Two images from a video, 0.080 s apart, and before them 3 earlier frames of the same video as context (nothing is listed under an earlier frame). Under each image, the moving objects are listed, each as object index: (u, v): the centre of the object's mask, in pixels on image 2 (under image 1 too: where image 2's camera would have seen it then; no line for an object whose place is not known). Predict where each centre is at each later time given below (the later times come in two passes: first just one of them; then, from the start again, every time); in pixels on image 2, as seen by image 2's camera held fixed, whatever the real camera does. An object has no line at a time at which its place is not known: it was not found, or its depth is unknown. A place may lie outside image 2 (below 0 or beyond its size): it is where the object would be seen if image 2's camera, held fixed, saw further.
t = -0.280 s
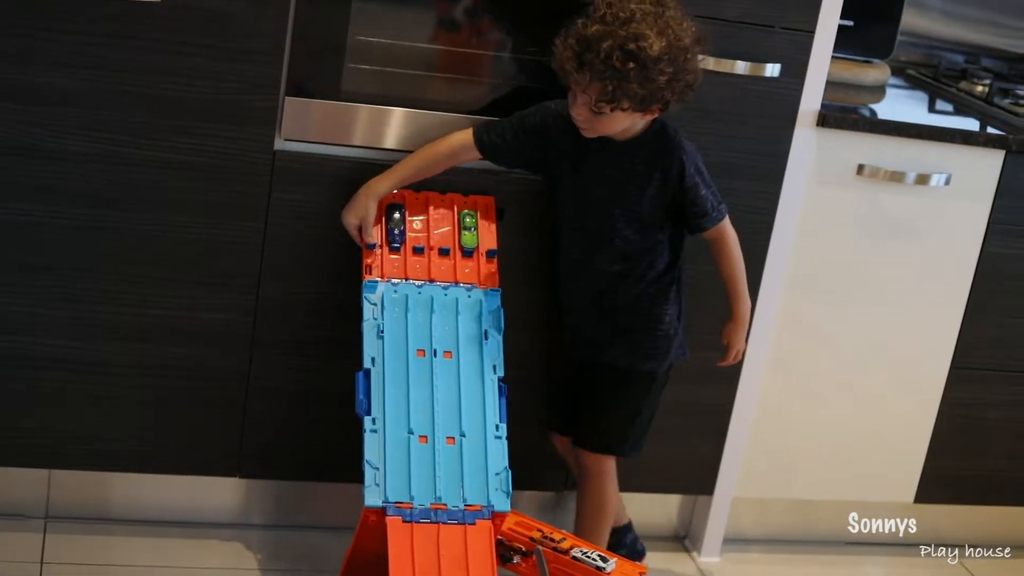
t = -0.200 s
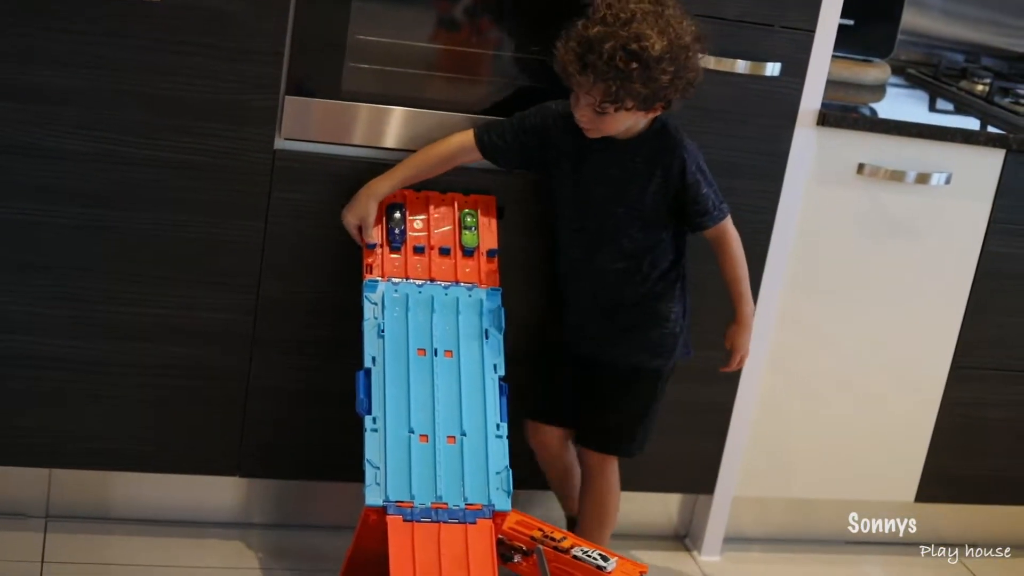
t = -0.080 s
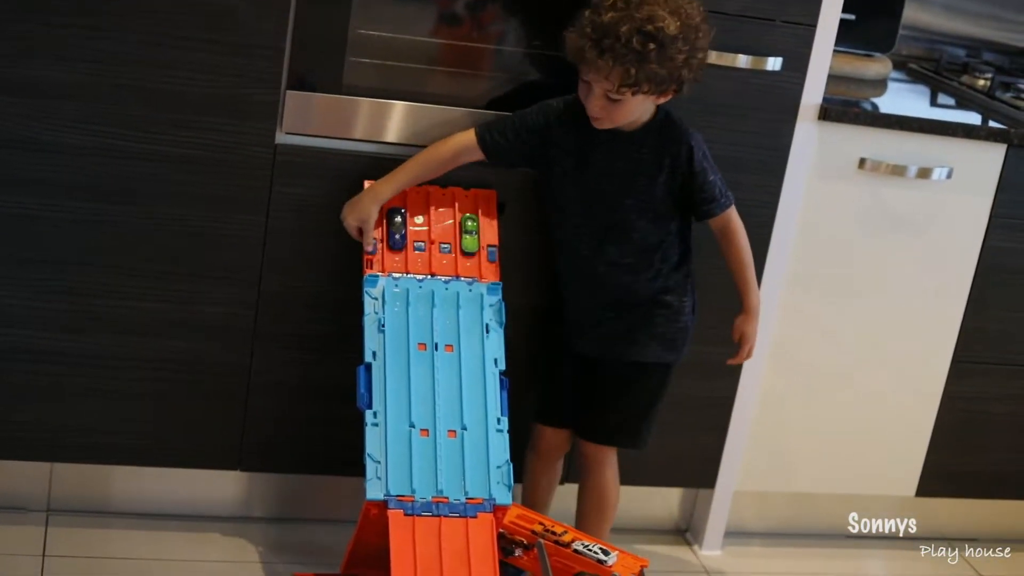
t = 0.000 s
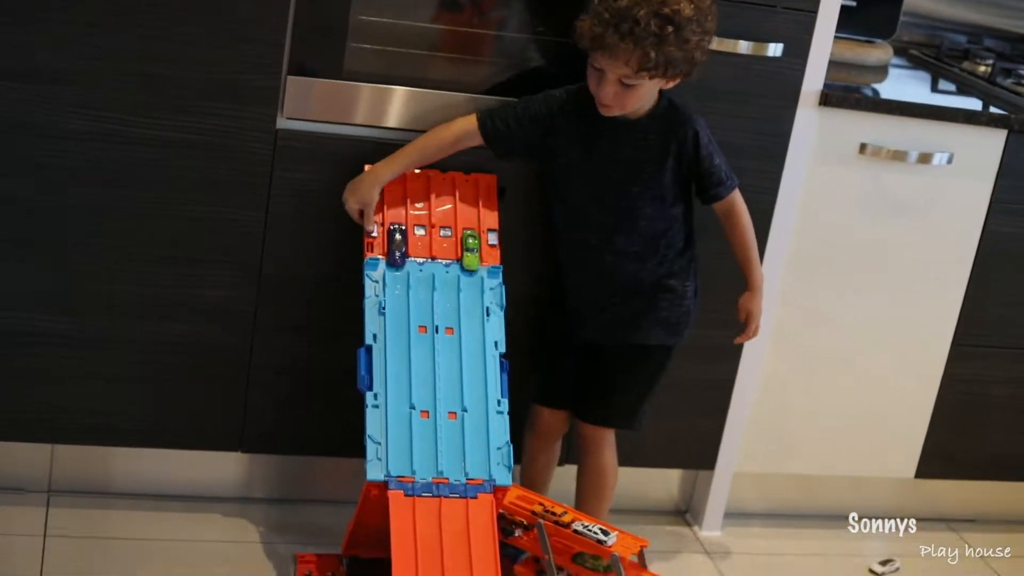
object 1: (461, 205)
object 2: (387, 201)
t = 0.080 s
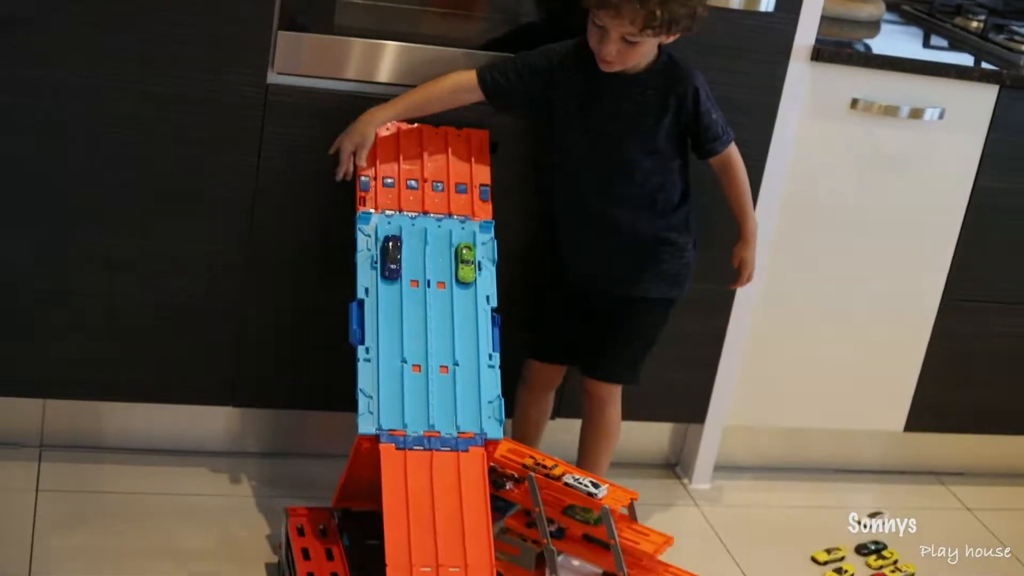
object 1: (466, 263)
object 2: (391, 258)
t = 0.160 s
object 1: (468, 347)
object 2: (392, 341)
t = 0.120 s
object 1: (466, 302)
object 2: (391, 296)
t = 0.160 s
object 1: (468, 347)
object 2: (392, 341)
